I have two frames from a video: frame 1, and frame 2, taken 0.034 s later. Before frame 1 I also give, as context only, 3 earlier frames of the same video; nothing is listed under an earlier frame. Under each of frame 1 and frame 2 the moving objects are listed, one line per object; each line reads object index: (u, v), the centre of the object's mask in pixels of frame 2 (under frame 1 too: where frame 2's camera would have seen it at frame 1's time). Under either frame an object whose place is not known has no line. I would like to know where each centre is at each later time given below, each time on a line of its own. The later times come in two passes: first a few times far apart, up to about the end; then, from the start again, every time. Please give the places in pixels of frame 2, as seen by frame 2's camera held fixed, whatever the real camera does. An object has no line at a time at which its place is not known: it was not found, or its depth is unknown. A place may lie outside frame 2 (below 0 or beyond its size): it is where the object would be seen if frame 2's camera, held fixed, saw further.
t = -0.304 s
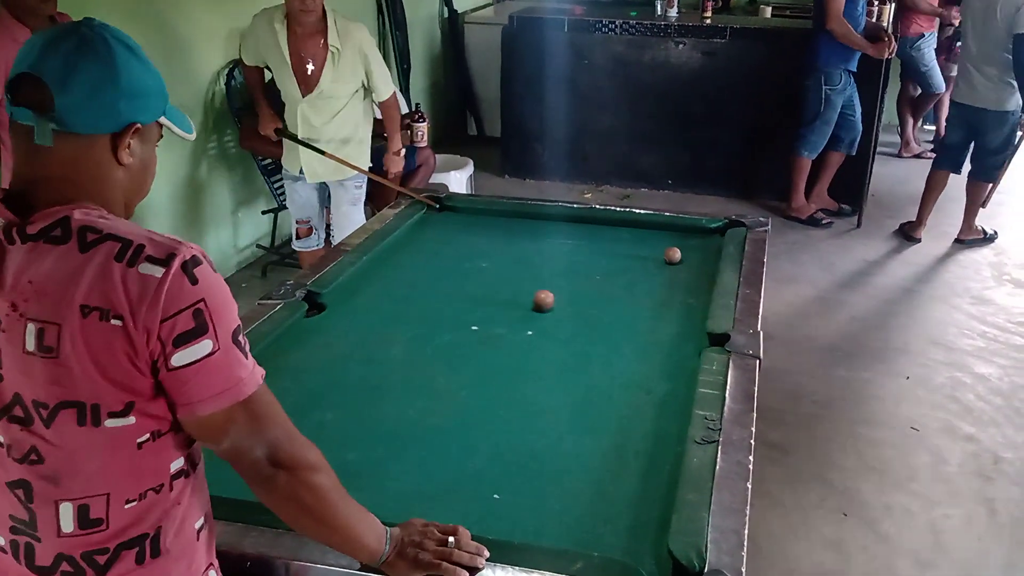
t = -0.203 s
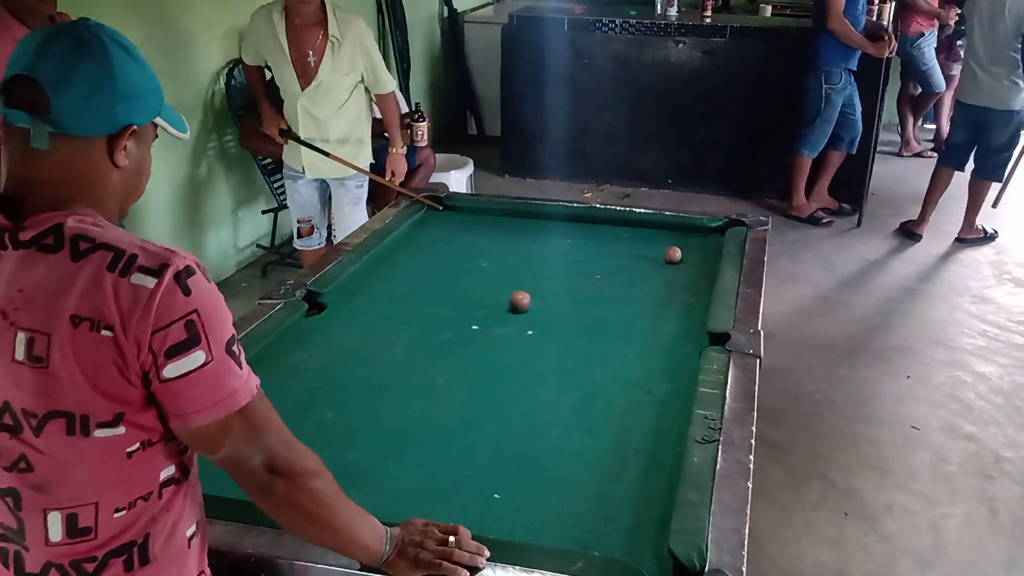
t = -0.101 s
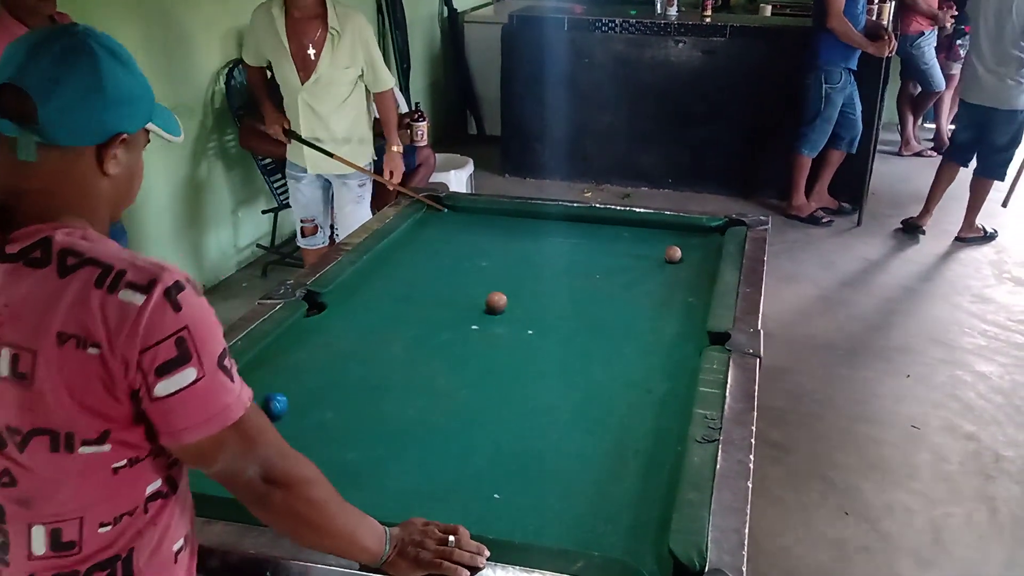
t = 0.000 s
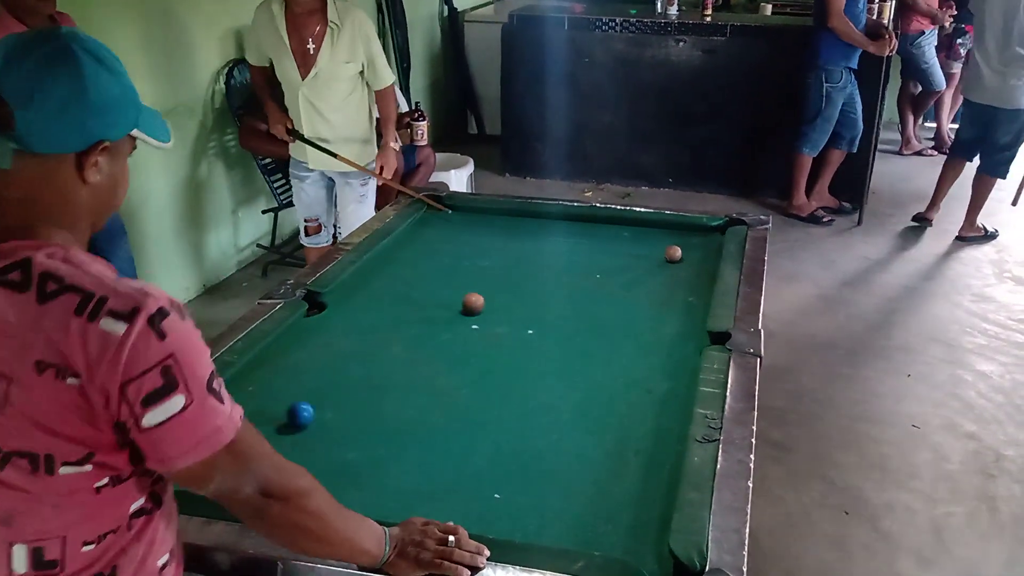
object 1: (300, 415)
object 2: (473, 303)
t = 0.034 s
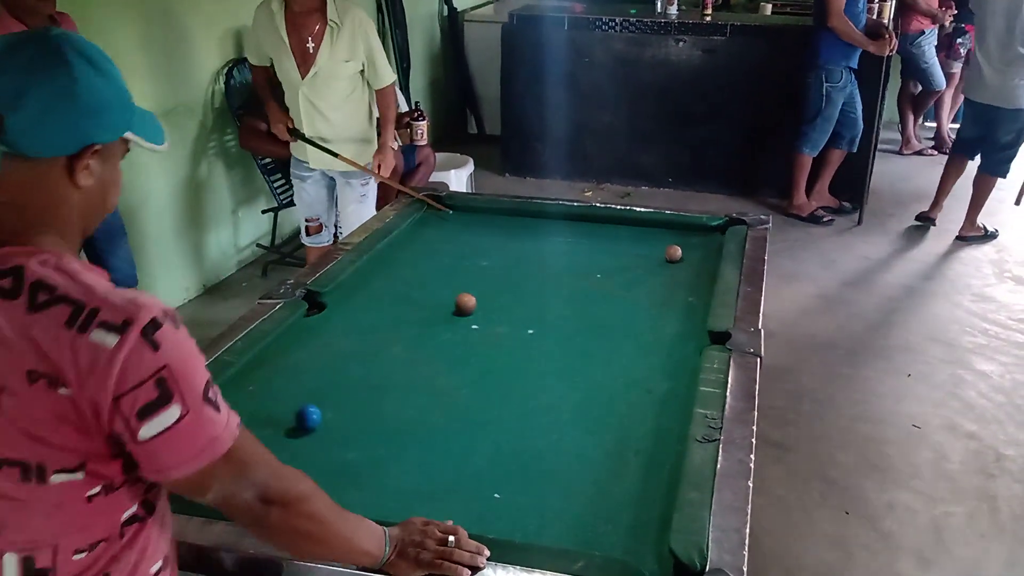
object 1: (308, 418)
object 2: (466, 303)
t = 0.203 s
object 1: (351, 434)
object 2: (427, 306)
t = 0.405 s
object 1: (404, 454)
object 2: (382, 308)
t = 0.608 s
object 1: (459, 473)
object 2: (338, 311)
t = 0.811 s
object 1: (516, 493)
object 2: (327, 314)
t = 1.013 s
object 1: (574, 511)
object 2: (350, 320)
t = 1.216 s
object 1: (634, 529)
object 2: (372, 326)
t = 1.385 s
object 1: (634, 535)
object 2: (389, 329)
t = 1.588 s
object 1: (594, 534)
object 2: (409, 333)
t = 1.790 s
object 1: (555, 531)
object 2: (428, 336)
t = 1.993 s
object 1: (520, 527)
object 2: (446, 339)
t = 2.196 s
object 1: (487, 523)
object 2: (462, 342)
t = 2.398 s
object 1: (456, 518)
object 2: (477, 344)
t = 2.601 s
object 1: (428, 514)
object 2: (492, 346)
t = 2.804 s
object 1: (403, 509)
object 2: (504, 346)
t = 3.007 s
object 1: (380, 504)
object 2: (515, 347)
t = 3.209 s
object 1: (359, 499)
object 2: (524, 347)
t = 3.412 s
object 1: (341, 493)
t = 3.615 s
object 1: (326, 488)
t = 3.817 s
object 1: (313, 483)
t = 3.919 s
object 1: (306, 480)
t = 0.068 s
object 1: (317, 422)
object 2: (458, 304)
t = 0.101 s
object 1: (325, 425)
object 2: (450, 304)
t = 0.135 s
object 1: (333, 428)
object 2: (442, 305)
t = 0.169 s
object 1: (342, 431)
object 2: (435, 305)
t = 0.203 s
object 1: (351, 434)
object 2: (427, 306)
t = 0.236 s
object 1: (360, 437)
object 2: (420, 306)
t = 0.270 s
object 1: (368, 441)
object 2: (412, 306)
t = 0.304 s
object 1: (377, 445)
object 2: (404, 307)
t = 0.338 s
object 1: (386, 447)
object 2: (396, 307)
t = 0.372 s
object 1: (395, 451)
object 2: (389, 308)
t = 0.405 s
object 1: (404, 454)
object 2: (382, 308)
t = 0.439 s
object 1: (413, 457)
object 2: (374, 309)
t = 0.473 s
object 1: (422, 460)
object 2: (367, 309)
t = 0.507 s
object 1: (432, 463)
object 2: (359, 310)
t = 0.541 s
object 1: (441, 467)
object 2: (352, 310)
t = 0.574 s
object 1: (449, 470)
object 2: (345, 311)
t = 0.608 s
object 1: (459, 473)
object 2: (338, 311)
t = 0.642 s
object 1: (469, 476)
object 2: (330, 311)
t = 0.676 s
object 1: (478, 479)
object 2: (323, 311)
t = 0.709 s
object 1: (486, 483)
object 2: (317, 311)
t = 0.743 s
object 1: (496, 486)
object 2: (320, 313)
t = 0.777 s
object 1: (506, 489)
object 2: (324, 314)
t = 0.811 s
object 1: (516, 493)
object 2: (327, 314)
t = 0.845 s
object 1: (525, 496)
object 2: (331, 316)
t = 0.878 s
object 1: (535, 499)
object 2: (335, 316)
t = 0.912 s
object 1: (545, 502)
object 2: (339, 317)
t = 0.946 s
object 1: (555, 506)
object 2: (342, 318)
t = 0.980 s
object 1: (564, 508)
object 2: (346, 319)
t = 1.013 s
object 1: (574, 511)
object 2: (350, 320)
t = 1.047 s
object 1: (584, 514)
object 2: (353, 321)
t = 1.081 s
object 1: (594, 518)
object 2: (357, 322)
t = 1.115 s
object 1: (604, 521)
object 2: (361, 323)
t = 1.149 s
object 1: (614, 523)
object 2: (364, 324)
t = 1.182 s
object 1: (624, 526)
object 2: (368, 324)
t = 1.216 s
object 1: (634, 529)
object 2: (372, 326)
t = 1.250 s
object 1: (644, 532)
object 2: (375, 326)
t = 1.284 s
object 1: (653, 535)
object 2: (378, 327)
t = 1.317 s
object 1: (649, 535)
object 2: (382, 328)
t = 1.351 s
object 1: (642, 535)
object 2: (385, 328)
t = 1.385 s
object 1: (634, 535)
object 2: (389, 329)
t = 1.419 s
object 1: (628, 535)
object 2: (392, 330)
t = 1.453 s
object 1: (620, 535)
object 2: (396, 330)
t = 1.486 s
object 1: (614, 535)
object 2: (399, 331)
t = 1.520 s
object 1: (607, 534)
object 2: (402, 332)
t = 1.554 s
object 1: (600, 535)
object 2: (406, 332)
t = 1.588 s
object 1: (594, 534)
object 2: (409, 333)
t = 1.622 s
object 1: (588, 534)
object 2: (412, 334)
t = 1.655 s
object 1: (581, 534)
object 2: (415, 334)
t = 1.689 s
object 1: (574, 533)
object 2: (418, 335)
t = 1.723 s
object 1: (568, 532)
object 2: (422, 336)
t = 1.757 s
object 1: (562, 532)
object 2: (425, 336)
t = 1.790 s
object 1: (555, 531)
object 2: (428, 336)
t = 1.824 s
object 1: (549, 530)
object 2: (431, 337)
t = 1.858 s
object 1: (543, 530)
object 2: (434, 337)
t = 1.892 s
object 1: (537, 529)
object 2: (437, 338)
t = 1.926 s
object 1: (531, 529)
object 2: (440, 338)
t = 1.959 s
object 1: (525, 528)
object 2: (443, 339)
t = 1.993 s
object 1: (520, 527)
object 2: (446, 339)
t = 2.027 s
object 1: (514, 526)
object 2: (449, 340)
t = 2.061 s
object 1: (508, 526)
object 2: (451, 340)
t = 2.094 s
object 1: (503, 525)
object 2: (454, 341)
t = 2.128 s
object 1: (497, 525)
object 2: (457, 341)
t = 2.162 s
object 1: (492, 524)
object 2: (460, 342)
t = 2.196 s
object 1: (487, 523)
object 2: (462, 342)
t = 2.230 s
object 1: (482, 522)
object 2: (465, 342)
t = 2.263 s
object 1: (476, 521)
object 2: (468, 343)
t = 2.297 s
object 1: (471, 521)
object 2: (470, 343)
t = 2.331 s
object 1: (466, 520)
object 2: (473, 343)
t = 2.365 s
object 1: (461, 519)
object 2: (475, 344)
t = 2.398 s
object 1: (456, 518)
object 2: (477, 344)
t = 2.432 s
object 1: (452, 518)
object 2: (480, 344)
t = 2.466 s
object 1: (447, 517)
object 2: (482, 345)
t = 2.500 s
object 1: (442, 516)
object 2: (485, 345)
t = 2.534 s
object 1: (437, 515)
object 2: (487, 345)
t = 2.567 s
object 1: (433, 515)
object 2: (489, 345)
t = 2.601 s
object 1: (428, 514)
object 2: (492, 346)
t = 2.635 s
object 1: (424, 513)
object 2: (494, 346)
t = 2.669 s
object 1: (419, 512)
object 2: (496, 346)
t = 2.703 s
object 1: (415, 512)
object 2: (498, 346)
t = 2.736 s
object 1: (411, 511)
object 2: (500, 346)
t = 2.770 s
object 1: (407, 510)
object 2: (502, 346)
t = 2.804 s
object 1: (403, 509)
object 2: (504, 346)
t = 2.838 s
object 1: (399, 509)
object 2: (506, 347)
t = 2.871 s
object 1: (395, 507)
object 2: (508, 347)
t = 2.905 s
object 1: (391, 506)
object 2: (510, 347)
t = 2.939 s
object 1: (387, 505)
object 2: (512, 346)
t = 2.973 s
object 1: (384, 505)
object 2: (513, 347)
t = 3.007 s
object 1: (380, 504)
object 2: (515, 347)
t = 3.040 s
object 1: (376, 503)
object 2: (517, 347)
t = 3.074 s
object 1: (373, 502)
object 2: (518, 347)
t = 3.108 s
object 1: (369, 501)
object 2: (520, 347)
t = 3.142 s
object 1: (366, 500)
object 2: (521, 347)
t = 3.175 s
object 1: (362, 500)
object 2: (523, 347)
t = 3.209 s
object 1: (359, 499)
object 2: (524, 347)
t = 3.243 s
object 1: (356, 497)
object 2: (526, 347)
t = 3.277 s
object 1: (353, 496)
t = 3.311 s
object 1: (350, 495)
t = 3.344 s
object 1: (347, 495)
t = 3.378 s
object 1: (344, 494)
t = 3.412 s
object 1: (341, 493)
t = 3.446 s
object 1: (339, 492)
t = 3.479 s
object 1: (336, 491)
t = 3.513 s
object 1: (334, 490)
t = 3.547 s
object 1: (331, 490)
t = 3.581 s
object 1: (329, 488)
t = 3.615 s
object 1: (326, 488)
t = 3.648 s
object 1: (324, 486)
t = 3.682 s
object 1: (321, 486)
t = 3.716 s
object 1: (319, 485)
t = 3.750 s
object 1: (317, 484)
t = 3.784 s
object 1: (315, 483)
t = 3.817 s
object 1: (313, 483)
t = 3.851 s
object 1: (311, 481)
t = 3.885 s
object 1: (308, 481)
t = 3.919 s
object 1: (306, 480)
